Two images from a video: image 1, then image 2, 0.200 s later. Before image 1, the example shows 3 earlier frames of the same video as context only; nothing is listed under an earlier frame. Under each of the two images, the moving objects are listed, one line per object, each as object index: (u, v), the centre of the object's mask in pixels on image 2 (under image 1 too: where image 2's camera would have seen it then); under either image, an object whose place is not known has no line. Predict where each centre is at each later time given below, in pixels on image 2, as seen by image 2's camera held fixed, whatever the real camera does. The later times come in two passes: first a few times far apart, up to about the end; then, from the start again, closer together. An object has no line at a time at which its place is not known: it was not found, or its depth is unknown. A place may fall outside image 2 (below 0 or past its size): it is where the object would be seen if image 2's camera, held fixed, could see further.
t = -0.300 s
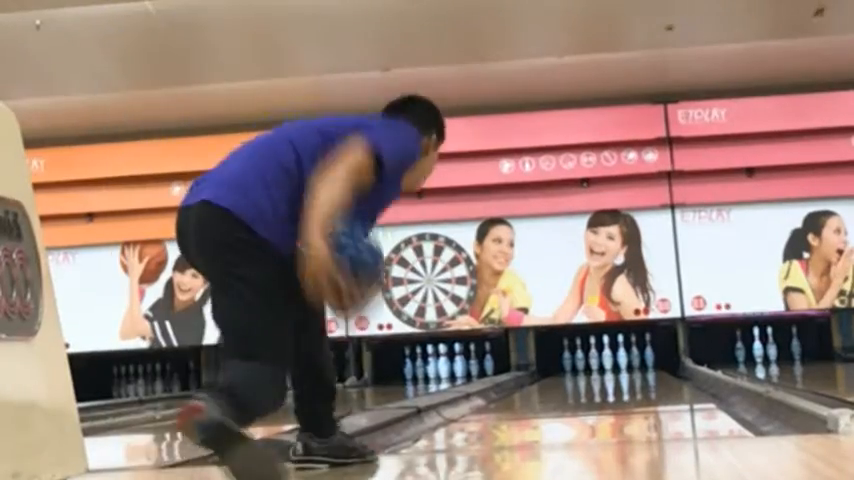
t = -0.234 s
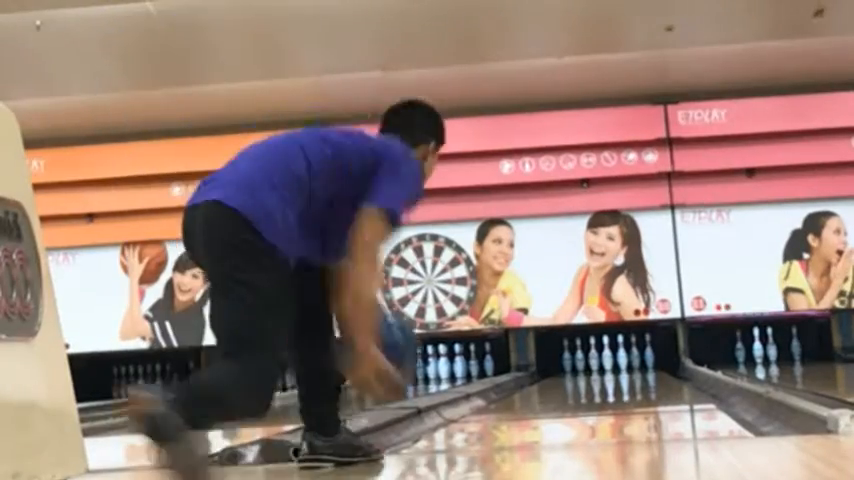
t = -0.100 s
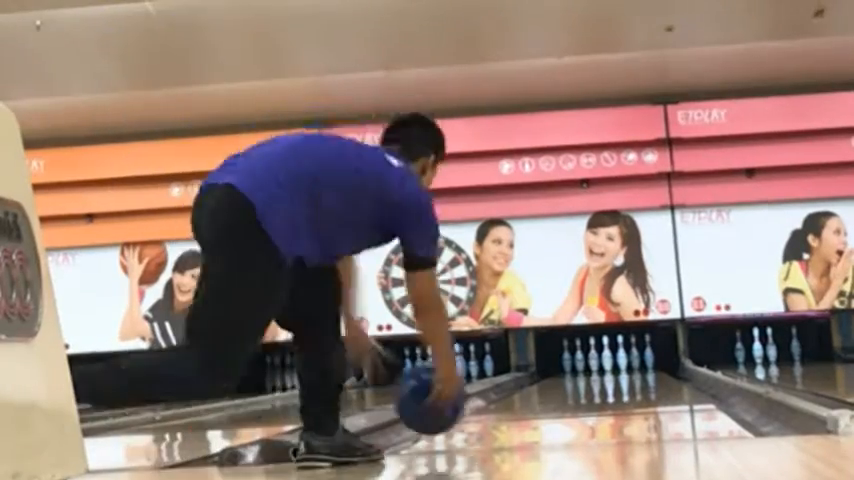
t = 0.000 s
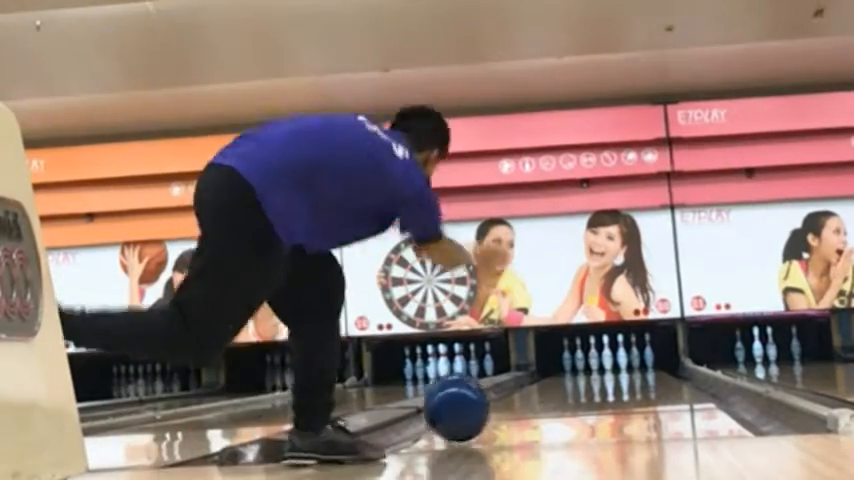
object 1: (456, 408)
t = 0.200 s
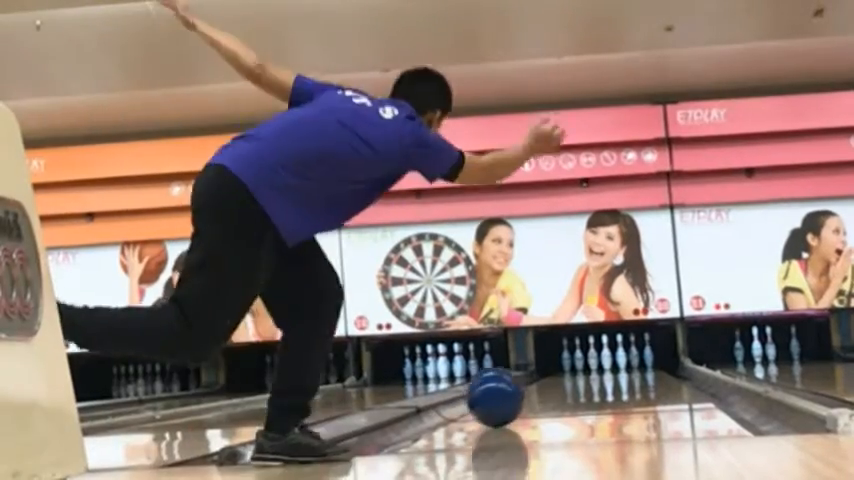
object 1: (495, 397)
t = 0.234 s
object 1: (500, 396)
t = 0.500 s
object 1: (536, 385)
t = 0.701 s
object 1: (556, 380)
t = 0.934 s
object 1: (575, 376)
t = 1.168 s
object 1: (590, 372)
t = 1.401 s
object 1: (601, 370)
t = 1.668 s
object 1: (611, 367)
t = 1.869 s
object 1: (617, 364)
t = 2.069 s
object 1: (621, 363)
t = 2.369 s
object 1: (623, 362)
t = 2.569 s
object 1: (625, 361)
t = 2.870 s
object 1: (622, 361)
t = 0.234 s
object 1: (500, 396)
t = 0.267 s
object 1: (506, 394)
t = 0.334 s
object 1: (515, 391)
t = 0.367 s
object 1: (520, 390)
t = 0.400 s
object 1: (524, 388)
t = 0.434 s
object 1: (528, 387)
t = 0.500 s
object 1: (536, 385)
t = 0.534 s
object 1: (540, 383)
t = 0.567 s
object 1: (543, 383)
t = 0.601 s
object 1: (548, 382)
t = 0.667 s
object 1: (552, 380)
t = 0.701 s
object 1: (556, 380)
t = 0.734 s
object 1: (559, 379)
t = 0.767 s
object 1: (562, 379)
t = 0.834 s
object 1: (568, 378)
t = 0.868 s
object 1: (570, 377)
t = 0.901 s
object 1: (573, 377)
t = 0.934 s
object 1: (575, 376)
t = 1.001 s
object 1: (580, 376)
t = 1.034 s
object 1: (582, 376)
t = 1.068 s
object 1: (584, 375)
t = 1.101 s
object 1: (586, 374)
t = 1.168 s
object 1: (590, 372)
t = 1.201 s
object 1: (591, 372)
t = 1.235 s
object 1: (593, 372)
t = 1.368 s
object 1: (600, 370)
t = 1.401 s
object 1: (601, 370)
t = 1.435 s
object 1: (602, 369)
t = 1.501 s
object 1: (605, 368)
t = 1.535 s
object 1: (606, 367)
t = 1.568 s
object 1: (608, 367)
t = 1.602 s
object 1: (609, 367)
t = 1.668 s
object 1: (611, 367)
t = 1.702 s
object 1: (612, 366)
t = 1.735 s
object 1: (613, 366)
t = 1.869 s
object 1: (617, 364)
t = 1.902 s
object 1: (618, 364)
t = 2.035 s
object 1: (620, 363)
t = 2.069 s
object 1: (621, 363)
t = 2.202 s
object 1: (623, 362)
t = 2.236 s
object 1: (623, 362)
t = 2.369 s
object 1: (623, 362)
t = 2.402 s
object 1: (624, 362)
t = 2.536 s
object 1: (624, 361)
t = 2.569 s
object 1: (625, 361)
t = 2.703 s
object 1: (625, 361)
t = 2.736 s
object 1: (625, 361)
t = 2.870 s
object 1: (622, 361)
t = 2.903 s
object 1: (621, 362)
